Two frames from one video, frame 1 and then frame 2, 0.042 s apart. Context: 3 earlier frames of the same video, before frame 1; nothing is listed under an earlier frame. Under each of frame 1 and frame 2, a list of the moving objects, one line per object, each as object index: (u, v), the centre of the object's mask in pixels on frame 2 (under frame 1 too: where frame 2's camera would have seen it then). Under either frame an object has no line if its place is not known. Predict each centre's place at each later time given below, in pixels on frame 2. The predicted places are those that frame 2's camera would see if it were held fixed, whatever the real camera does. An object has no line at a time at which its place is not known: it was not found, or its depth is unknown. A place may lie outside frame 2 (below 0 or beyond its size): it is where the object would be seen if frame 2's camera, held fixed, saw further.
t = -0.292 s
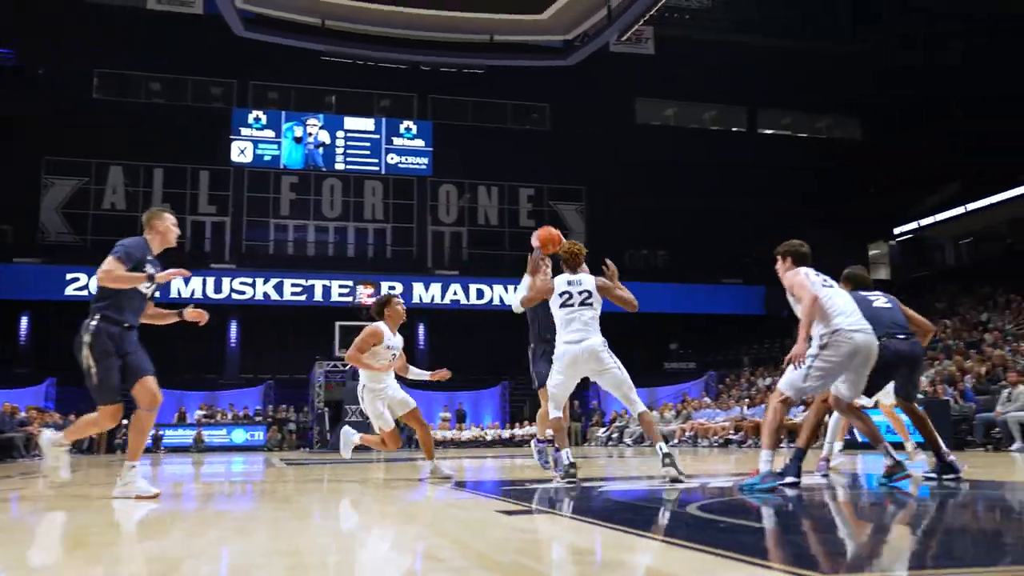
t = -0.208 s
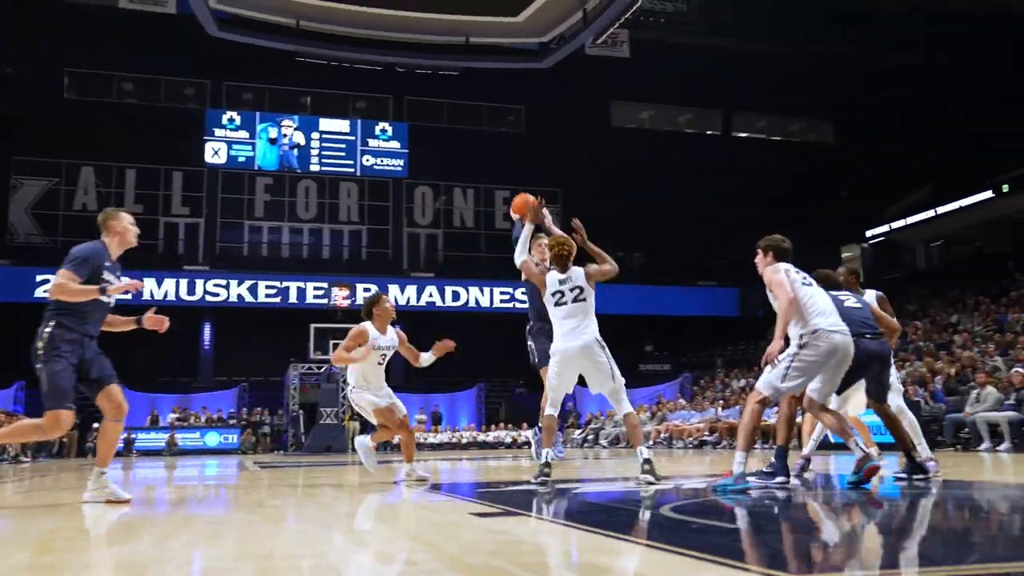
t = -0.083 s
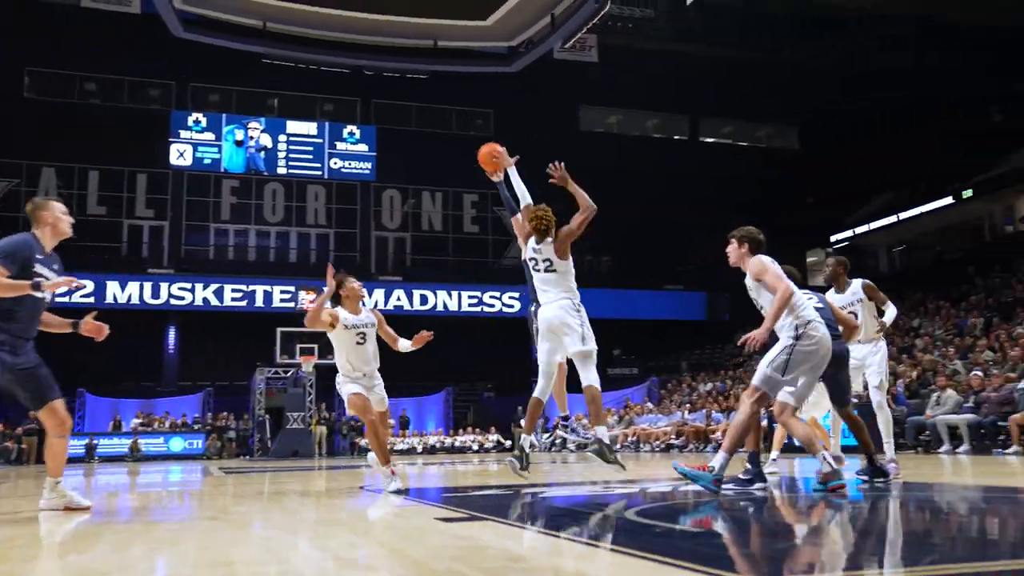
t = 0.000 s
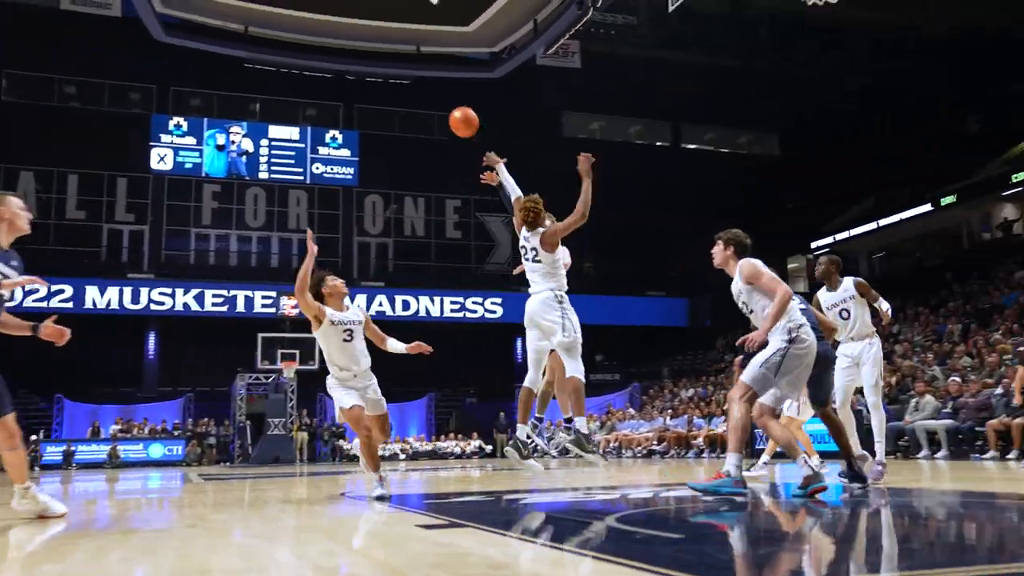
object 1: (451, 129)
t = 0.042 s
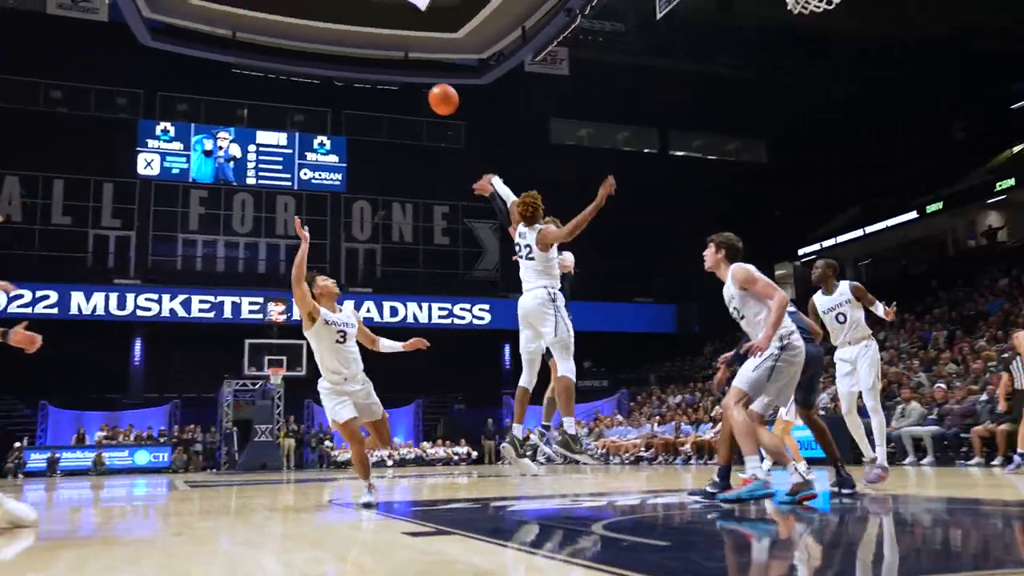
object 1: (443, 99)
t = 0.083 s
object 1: (438, 81)
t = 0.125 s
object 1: (432, 62)
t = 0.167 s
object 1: (423, 36)
